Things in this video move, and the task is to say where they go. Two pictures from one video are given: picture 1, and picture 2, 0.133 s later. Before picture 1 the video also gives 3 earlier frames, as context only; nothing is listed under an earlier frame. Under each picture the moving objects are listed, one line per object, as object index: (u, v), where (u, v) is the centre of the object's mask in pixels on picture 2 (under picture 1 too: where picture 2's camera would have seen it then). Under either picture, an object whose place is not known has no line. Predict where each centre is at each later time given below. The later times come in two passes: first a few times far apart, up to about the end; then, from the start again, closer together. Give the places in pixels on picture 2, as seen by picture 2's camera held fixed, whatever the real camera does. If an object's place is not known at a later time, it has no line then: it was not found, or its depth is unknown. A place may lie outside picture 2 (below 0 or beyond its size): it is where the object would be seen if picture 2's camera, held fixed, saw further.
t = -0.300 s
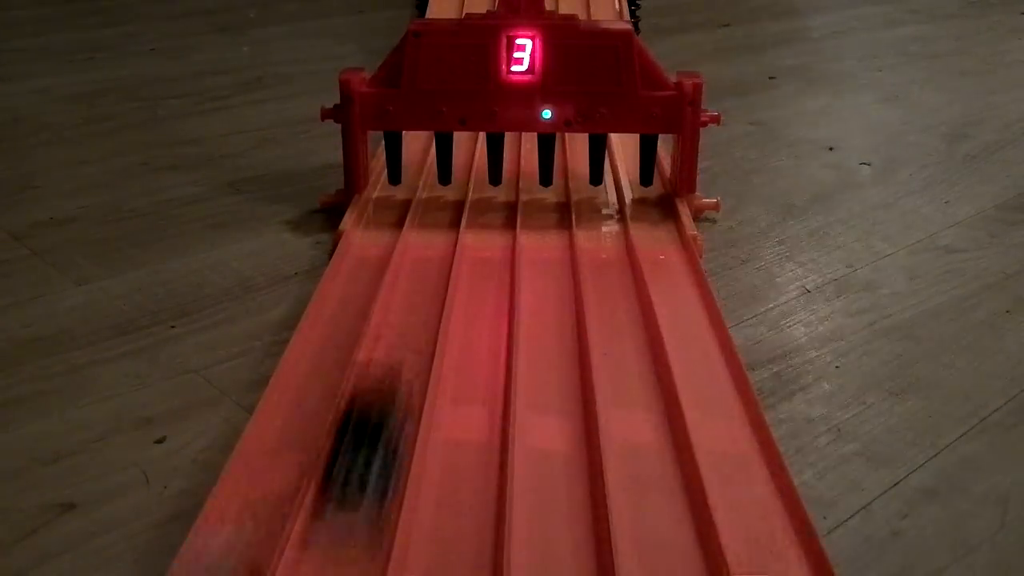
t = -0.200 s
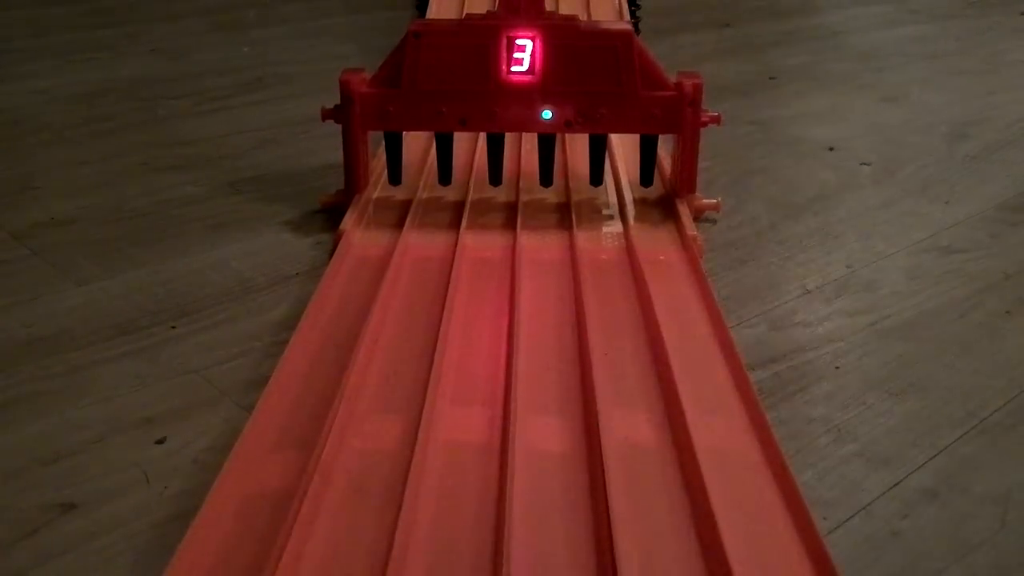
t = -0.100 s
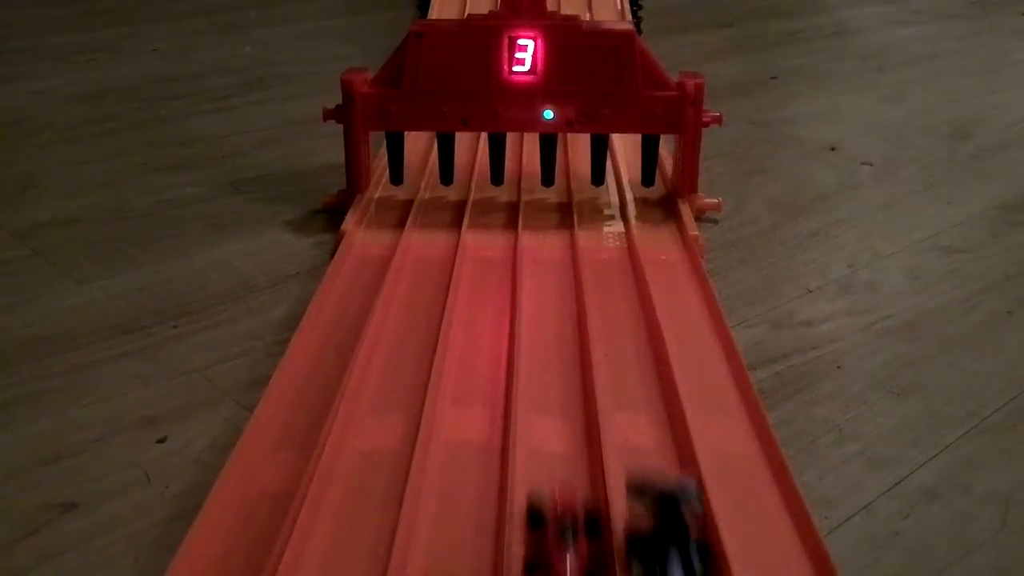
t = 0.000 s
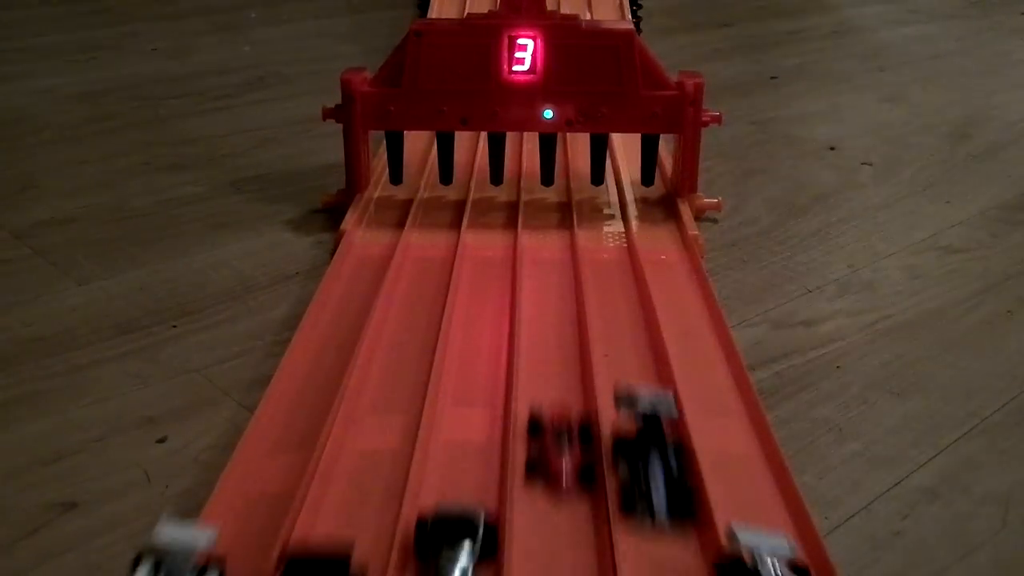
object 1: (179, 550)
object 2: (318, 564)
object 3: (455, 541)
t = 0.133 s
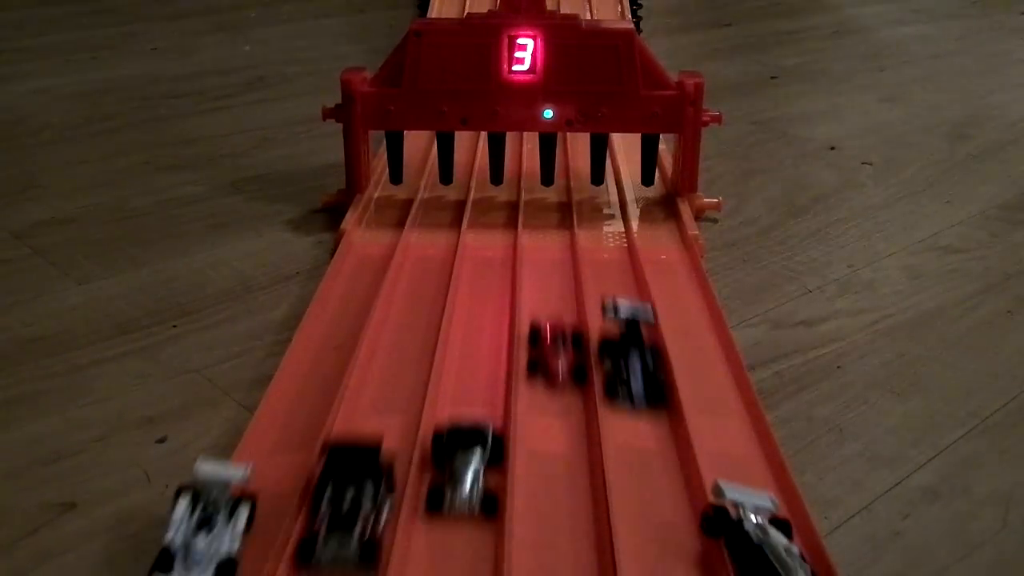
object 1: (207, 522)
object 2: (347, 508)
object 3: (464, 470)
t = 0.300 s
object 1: (227, 495)
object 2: (381, 398)
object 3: (475, 374)
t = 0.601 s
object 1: (230, 488)
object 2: (415, 284)
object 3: (485, 268)
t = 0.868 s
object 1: (230, 488)
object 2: (432, 233)
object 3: (490, 221)
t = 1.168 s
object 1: (230, 489)
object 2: (440, 208)
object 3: (492, 202)
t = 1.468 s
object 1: (230, 488)
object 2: (441, 206)
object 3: (491, 215)
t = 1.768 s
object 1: (230, 489)
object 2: (440, 206)
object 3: (490, 220)
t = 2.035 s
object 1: (230, 489)
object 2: (440, 206)
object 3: (490, 220)
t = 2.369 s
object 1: (230, 489)
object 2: (440, 205)
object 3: (490, 220)
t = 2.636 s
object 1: (230, 489)
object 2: (440, 205)
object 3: (490, 220)
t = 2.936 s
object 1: (231, 489)
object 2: (440, 205)
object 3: (490, 220)
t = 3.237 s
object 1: (231, 489)
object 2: (440, 205)
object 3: (490, 220)
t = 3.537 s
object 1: (231, 489)
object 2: (440, 205)
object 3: (490, 220)
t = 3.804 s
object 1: (231, 489)
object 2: (440, 205)
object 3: (490, 220)
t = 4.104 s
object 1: (230, 489)
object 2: (440, 205)
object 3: (490, 220)
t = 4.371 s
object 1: (230, 489)
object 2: (440, 206)
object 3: (490, 220)
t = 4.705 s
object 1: (230, 489)
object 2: (440, 206)
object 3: (490, 220)
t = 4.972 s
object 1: (230, 489)
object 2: (440, 206)
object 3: (490, 220)
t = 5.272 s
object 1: (230, 489)
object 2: (440, 206)
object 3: (489, 220)
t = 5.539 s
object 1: (230, 489)
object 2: (440, 206)
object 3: (489, 220)
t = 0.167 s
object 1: (212, 517)
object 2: (354, 482)
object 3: (466, 448)
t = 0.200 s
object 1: (216, 512)
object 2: (362, 458)
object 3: (469, 428)
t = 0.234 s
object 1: (220, 507)
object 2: (368, 437)
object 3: (473, 409)
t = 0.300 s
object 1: (227, 495)
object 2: (381, 398)
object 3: (475, 374)
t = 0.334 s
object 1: (229, 492)
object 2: (386, 381)
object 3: (476, 359)
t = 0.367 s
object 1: (230, 489)
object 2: (391, 365)
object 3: (477, 344)
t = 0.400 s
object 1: (230, 489)
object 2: (395, 351)
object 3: (477, 330)
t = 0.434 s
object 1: (230, 489)
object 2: (398, 337)
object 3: (479, 318)
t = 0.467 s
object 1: (230, 489)
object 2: (402, 325)
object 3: (480, 306)
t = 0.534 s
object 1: (230, 489)
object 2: (409, 302)
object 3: (483, 285)
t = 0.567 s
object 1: (230, 489)
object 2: (412, 292)
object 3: (484, 276)
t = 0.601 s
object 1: (230, 488)
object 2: (415, 284)
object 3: (485, 268)
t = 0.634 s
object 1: (230, 488)
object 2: (417, 275)
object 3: (486, 260)
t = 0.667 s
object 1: (230, 488)
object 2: (420, 268)
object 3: (487, 253)
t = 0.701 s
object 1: (230, 488)
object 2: (422, 261)
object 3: (487, 247)
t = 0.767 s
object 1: (230, 488)
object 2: (426, 248)
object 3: (488, 235)
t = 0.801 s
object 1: (230, 488)
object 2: (428, 242)
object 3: (489, 230)
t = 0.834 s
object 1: (230, 488)
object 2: (430, 237)
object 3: (489, 225)
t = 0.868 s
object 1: (230, 488)
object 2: (432, 233)
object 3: (490, 221)
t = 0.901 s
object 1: (230, 488)
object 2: (433, 229)
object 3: (490, 216)
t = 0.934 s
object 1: (230, 489)
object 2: (435, 225)
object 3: (491, 213)
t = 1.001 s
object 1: (230, 488)
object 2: (437, 218)
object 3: (491, 206)
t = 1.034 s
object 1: (230, 488)
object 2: (438, 216)
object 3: (492, 203)
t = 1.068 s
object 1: (230, 488)
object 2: (438, 213)
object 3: (492, 200)
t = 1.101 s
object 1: (230, 488)
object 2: (439, 211)
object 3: (492, 199)
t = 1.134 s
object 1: (230, 488)
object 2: (439, 209)
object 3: (492, 200)
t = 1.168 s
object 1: (230, 489)
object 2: (440, 208)
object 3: (492, 202)
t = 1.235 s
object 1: (230, 489)
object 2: (440, 206)
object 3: (492, 206)
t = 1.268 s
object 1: (230, 489)
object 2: (440, 206)
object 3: (491, 207)
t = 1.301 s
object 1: (230, 489)
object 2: (441, 205)
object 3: (491, 209)
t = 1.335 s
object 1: (230, 489)
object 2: (441, 205)
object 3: (491, 211)
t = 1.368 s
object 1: (230, 489)
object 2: (441, 205)
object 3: (491, 212)
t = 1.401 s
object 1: (230, 489)
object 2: (441, 206)
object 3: (491, 213)
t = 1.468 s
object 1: (230, 488)
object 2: (441, 206)
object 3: (491, 215)
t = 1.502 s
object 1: (230, 489)
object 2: (441, 206)
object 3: (491, 216)
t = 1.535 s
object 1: (230, 489)
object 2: (440, 206)
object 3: (490, 217)
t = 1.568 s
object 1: (230, 489)
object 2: (440, 206)
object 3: (490, 218)
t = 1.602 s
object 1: (230, 489)
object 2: (440, 206)
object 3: (490, 218)
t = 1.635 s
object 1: (230, 489)
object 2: (440, 206)
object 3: (490, 219)
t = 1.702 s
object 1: (230, 489)
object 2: (441, 206)
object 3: (490, 219)
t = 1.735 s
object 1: (230, 489)
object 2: (440, 206)
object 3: (490, 220)
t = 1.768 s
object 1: (230, 489)
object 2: (440, 206)
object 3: (490, 220)
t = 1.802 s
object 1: (230, 489)
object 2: (440, 206)
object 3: (490, 220)
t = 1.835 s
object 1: (230, 489)
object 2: (440, 206)
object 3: (490, 220)
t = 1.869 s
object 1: (230, 489)
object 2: (440, 205)
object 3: (490, 220)
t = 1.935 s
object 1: (230, 489)
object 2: (440, 205)
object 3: (490, 220)
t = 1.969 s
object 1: (230, 489)
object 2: (440, 205)
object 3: (490, 220)
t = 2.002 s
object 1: (230, 489)
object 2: (440, 205)
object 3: (490, 220)
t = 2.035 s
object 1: (230, 489)
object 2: (440, 206)
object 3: (490, 220)
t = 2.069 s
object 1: (230, 489)
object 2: (440, 206)
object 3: (490, 220)
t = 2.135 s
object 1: (230, 489)
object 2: (440, 206)
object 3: (490, 220)
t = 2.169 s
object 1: (230, 489)
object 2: (440, 205)
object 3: (490, 220)
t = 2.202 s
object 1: (230, 489)
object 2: (440, 206)
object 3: (490, 220)
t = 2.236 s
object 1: (230, 489)
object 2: (440, 206)
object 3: (490, 220)
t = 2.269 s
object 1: (230, 489)
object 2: (440, 206)
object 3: (490, 220)
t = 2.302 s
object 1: (230, 489)
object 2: (440, 205)
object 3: (490, 220)
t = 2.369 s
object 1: (230, 489)
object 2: (440, 205)
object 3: (490, 220)
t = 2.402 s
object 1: (230, 489)
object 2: (440, 205)
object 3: (490, 220)
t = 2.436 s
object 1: (230, 489)
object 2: (440, 205)
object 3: (490, 220)
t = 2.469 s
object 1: (230, 489)
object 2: (440, 205)
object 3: (490, 220)
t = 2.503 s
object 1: (230, 489)
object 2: (440, 205)
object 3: (490, 220)
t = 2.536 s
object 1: (231, 489)
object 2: (440, 205)
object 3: (490, 220)
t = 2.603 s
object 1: (231, 489)
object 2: (440, 205)
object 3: (490, 220)
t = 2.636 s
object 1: (230, 489)
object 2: (440, 205)
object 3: (490, 220)
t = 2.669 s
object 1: (231, 489)
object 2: (441, 205)
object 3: (490, 220)
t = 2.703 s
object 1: (230, 489)
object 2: (441, 205)
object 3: (490, 220)
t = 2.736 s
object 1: (230, 489)
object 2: (440, 205)
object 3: (490, 220)
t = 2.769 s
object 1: (230, 489)
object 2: (440, 205)
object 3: (490, 220)
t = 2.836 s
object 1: (231, 489)
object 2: (440, 205)
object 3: (490, 220)
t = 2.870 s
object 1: (231, 489)
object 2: (440, 205)
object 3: (490, 220)
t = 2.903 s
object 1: (231, 489)
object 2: (440, 205)
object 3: (490, 220)
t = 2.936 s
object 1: (231, 489)
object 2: (440, 205)
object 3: (490, 220)
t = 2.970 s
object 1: (231, 489)
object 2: (440, 205)
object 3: (490, 220)
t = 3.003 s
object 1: (231, 489)
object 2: (440, 205)
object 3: (490, 220)
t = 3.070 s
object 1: (231, 489)
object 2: (440, 205)
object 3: (490, 220)
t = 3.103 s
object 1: (231, 489)
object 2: (440, 205)
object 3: (490, 220)
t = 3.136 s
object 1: (231, 489)
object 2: (440, 205)
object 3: (490, 220)
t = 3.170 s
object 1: (231, 489)
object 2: (440, 205)
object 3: (490, 220)
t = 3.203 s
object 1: (231, 489)
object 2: (440, 205)
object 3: (490, 220)
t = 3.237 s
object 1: (231, 489)
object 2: (440, 205)
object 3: (490, 220)
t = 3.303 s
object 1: (231, 489)
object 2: (440, 205)
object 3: (490, 220)
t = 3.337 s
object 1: (231, 489)
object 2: (440, 205)
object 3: (490, 220)
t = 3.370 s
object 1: (231, 489)
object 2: (440, 205)
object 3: (490, 220)
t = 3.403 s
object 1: (231, 489)
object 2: (440, 205)
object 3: (490, 220)
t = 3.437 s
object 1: (230, 489)
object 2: (440, 205)
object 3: (490, 220)
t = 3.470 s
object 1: (230, 489)
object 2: (441, 205)
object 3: (490, 220)
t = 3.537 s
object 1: (231, 489)
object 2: (440, 205)
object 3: (490, 220)
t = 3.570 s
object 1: (231, 489)
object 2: (440, 205)
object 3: (490, 220)
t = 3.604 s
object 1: (231, 489)
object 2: (440, 205)
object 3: (490, 220)
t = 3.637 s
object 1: (230, 489)
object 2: (440, 205)
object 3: (490, 220)
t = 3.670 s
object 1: (231, 489)
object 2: (440, 205)
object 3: (490, 220)
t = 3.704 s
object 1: (231, 489)
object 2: (440, 205)
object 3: (490, 220)
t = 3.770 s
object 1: (230, 489)
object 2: (441, 205)
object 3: (490, 220)
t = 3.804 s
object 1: (231, 489)
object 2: (440, 205)
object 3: (490, 220)
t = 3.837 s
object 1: (231, 489)
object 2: (441, 205)
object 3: (490, 220)
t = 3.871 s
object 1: (231, 489)
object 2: (441, 205)
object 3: (490, 220)
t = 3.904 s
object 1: (231, 489)
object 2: (441, 206)
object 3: (490, 220)
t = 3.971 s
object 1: (231, 489)
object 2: (440, 205)
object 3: (490, 220)
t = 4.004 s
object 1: (230, 489)
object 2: (440, 206)
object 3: (490, 220)
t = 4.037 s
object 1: (230, 489)
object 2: (440, 206)
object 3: (490, 220)
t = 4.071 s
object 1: (230, 489)
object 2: (440, 206)
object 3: (490, 220)
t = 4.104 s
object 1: (230, 489)
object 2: (440, 205)
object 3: (490, 220)
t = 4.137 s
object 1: (230, 489)
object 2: (440, 205)
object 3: (490, 220)
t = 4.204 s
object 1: (230, 489)
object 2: (440, 206)
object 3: (490, 220)
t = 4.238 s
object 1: (230, 489)
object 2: (440, 206)
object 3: (490, 220)
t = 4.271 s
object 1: (230, 489)
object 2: (440, 206)
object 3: (490, 220)
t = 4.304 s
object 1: (231, 489)
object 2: (440, 206)
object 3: (490, 220)
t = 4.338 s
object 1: (230, 489)
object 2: (440, 206)
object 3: (490, 220)
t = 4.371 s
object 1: (230, 489)
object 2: (440, 206)
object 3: (490, 220)
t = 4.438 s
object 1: (231, 489)
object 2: (440, 206)
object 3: (490, 220)
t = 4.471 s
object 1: (231, 489)
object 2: (440, 205)
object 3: (490, 220)
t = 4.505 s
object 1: (230, 489)
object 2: (440, 206)
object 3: (490, 220)
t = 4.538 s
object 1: (230, 489)
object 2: (440, 206)
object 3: (490, 220)
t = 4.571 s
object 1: (230, 489)
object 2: (440, 206)
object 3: (490, 220)
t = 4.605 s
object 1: (231, 489)
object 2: (440, 206)
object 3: (490, 220)
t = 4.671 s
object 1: (230, 489)
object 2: (440, 206)
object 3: (490, 220)
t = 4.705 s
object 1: (230, 489)
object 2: (440, 206)
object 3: (490, 220)
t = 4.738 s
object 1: (231, 489)
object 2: (440, 205)
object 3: (490, 220)
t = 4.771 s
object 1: (231, 489)
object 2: (440, 205)
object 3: (490, 220)
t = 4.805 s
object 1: (230, 489)
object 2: (440, 206)
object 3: (490, 220)
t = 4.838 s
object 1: (230, 489)
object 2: (440, 206)
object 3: (489, 220)
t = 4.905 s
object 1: (230, 489)
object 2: (440, 206)
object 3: (489, 220)
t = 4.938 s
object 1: (231, 489)
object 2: (440, 206)
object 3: (490, 220)
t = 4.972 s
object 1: (230, 489)
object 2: (440, 206)
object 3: (490, 220)
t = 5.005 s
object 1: (230, 489)
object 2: (440, 206)
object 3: (489, 220)
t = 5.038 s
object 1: (231, 489)
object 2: (440, 206)
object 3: (490, 220)
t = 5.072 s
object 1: (231, 489)
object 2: (440, 206)
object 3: (490, 220)
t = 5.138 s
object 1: (230, 489)
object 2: (440, 206)
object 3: (489, 220)
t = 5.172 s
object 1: (230, 489)
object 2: (440, 206)
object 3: (489, 220)
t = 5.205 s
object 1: (230, 489)
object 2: (440, 206)
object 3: (489, 220)
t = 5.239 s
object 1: (230, 489)
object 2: (440, 206)
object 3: (489, 220)
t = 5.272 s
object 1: (230, 489)
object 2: (440, 206)
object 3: (489, 220)
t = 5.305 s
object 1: (230, 489)
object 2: (440, 206)
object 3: (489, 220)
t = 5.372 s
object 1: (230, 489)
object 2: (440, 206)
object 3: (489, 220)
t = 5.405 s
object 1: (230, 489)
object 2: (440, 206)
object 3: (489, 220)
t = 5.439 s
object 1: (230, 489)
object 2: (440, 206)
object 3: (490, 220)
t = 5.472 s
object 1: (230, 489)
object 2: (440, 206)
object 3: (490, 220)
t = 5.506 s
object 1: (230, 489)
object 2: (440, 206)
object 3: (489, 220)
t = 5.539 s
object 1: (230, 489)
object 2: (440, 206)
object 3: (489, 220)
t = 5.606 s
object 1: (229, 489)
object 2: (440, 206)
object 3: (489, 220)
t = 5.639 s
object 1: (230, 489)
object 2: (440, 206)
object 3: (489, 220)
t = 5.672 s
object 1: (230, 489)
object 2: (440, 206)
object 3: (489, 220)
